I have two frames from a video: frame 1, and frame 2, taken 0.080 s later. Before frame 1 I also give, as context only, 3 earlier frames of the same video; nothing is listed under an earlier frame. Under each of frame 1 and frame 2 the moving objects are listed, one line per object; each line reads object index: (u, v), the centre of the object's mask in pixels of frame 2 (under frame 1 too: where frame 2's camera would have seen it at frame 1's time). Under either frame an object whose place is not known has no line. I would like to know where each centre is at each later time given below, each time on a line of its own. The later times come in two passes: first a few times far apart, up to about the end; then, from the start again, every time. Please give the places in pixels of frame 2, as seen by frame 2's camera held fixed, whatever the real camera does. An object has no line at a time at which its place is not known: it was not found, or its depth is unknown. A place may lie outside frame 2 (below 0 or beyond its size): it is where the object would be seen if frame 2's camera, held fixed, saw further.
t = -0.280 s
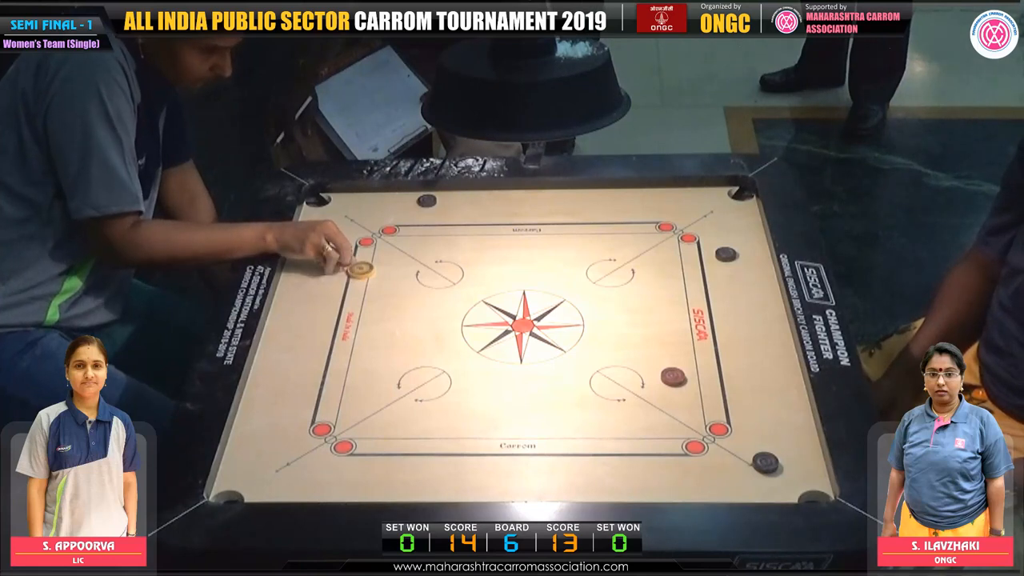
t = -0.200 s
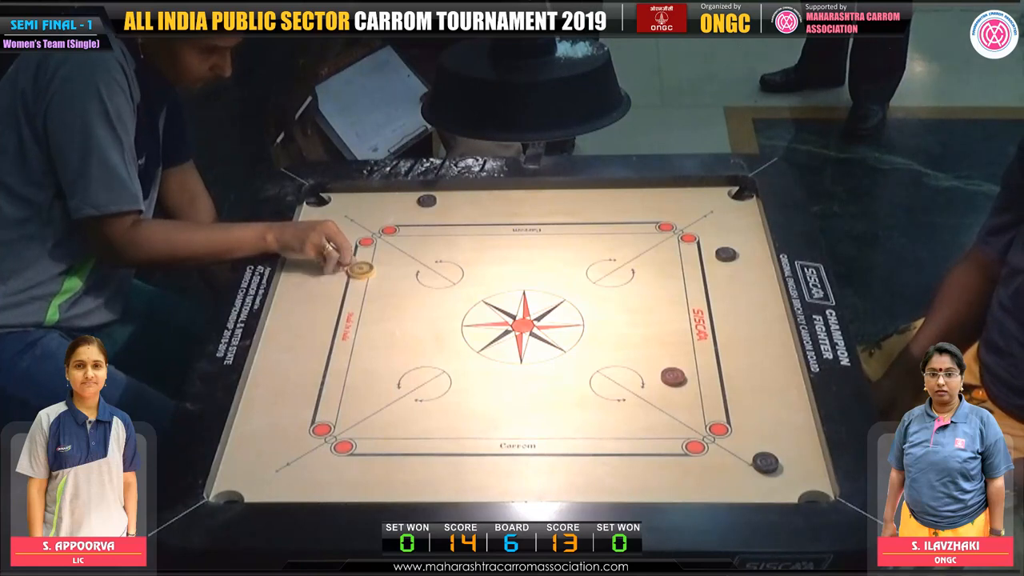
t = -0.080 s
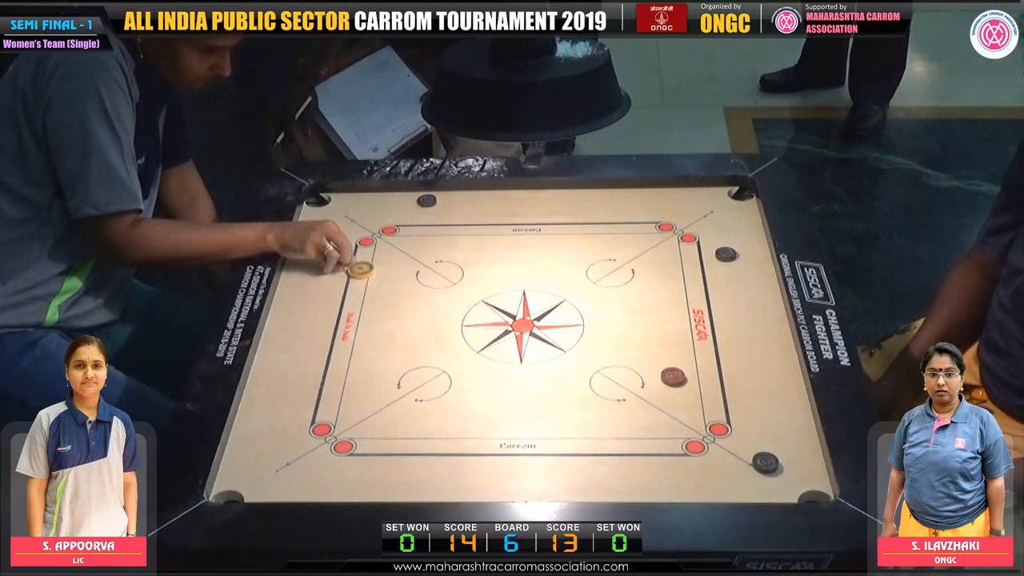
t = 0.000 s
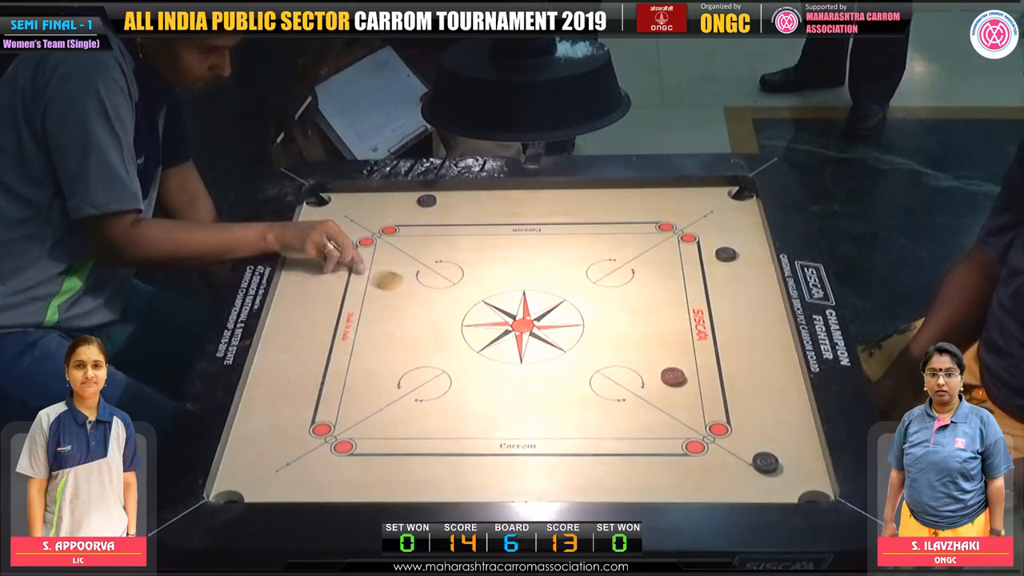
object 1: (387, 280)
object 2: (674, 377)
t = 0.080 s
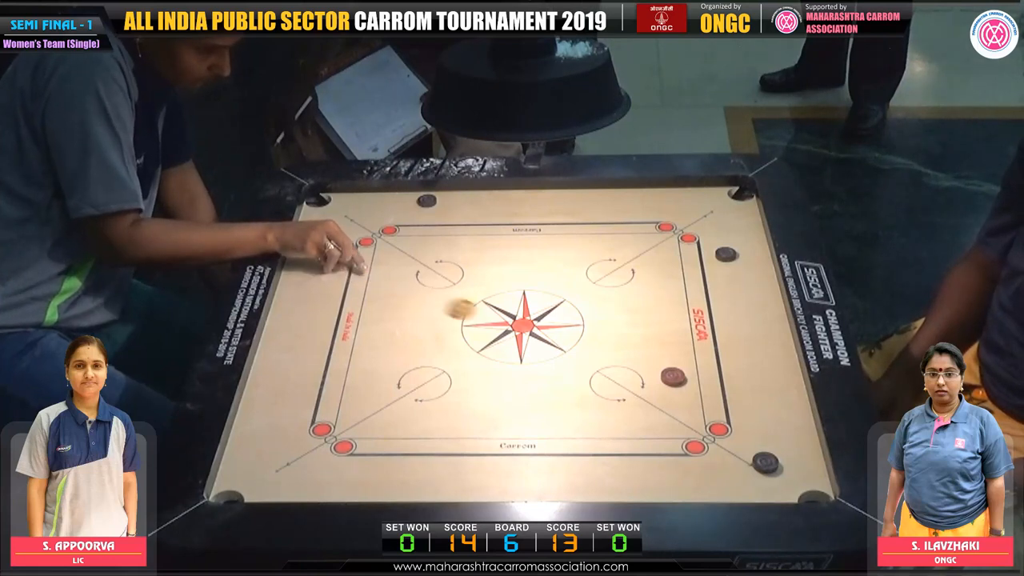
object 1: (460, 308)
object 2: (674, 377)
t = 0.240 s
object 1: (613, 366)
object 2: (673, 377)
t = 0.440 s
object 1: (724, 433)
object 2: (732, 388)
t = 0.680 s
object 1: (770, 468)
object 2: (539, 407)
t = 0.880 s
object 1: (774, 471)
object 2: (423, 415)
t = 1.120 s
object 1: (774, 471)
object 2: (340, 418)
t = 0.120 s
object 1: (499, 323)
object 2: (673, 377)
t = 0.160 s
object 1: (537, 338)
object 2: (673, 377)
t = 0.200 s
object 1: (576, 352)
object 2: (673, 377)
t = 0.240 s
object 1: (613, 366)
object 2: (673, 377)
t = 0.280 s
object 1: (649, 380)
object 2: (680, 377)
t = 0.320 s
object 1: (668, 394)
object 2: (731, 378)
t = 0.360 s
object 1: (687, 407)
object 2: (775, 380)
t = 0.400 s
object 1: (706, 420)
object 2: (769, 383)
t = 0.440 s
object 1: (724, 433)
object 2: (732, 388)
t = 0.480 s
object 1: (742, 446)
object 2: (695, 392)
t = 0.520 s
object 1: (751, 452)
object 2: (661, 395)
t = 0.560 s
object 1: (758, 458)
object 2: (628, 399)
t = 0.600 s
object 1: (763, 462)
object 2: (597, 402)
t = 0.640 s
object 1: (767, 466)
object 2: (568, 404)
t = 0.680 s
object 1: (770, 468)
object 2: (539, 407)
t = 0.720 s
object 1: (772, 470)
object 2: (512, 409)
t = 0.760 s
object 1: (773, 471)
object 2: (488, 411)
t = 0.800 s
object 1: (774, 471)
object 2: (464, 412)
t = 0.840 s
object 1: (774, 471)
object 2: (443, 414)
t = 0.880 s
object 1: (774, 471)
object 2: (423, 415)
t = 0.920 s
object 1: (774, 471)
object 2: (405, 416)
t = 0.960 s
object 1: (774, 471)
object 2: (389, 417)
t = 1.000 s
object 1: (774, 471)
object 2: (374, 418)
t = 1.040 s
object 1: (774, 471)
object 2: (361, 418)
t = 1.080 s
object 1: (774, 471)
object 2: (349, 418)
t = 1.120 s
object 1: (774, 471)
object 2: (340, 418)
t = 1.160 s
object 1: (774, 471)
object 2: (331, 418)
